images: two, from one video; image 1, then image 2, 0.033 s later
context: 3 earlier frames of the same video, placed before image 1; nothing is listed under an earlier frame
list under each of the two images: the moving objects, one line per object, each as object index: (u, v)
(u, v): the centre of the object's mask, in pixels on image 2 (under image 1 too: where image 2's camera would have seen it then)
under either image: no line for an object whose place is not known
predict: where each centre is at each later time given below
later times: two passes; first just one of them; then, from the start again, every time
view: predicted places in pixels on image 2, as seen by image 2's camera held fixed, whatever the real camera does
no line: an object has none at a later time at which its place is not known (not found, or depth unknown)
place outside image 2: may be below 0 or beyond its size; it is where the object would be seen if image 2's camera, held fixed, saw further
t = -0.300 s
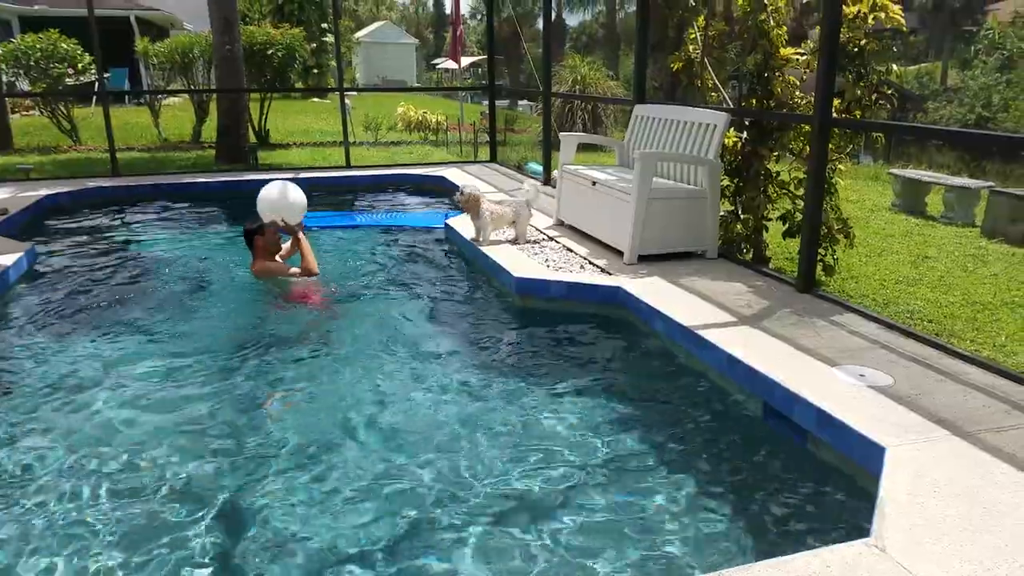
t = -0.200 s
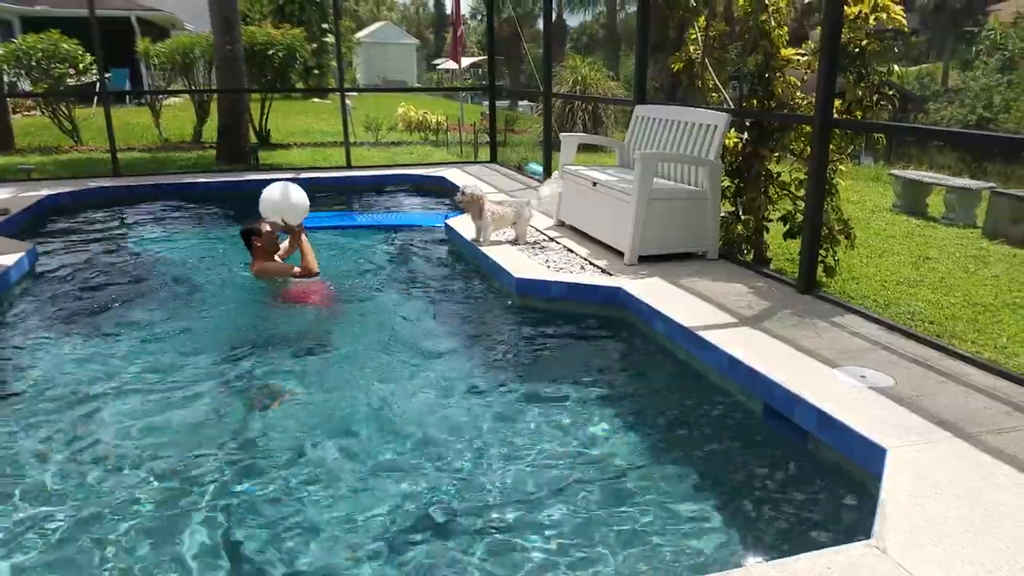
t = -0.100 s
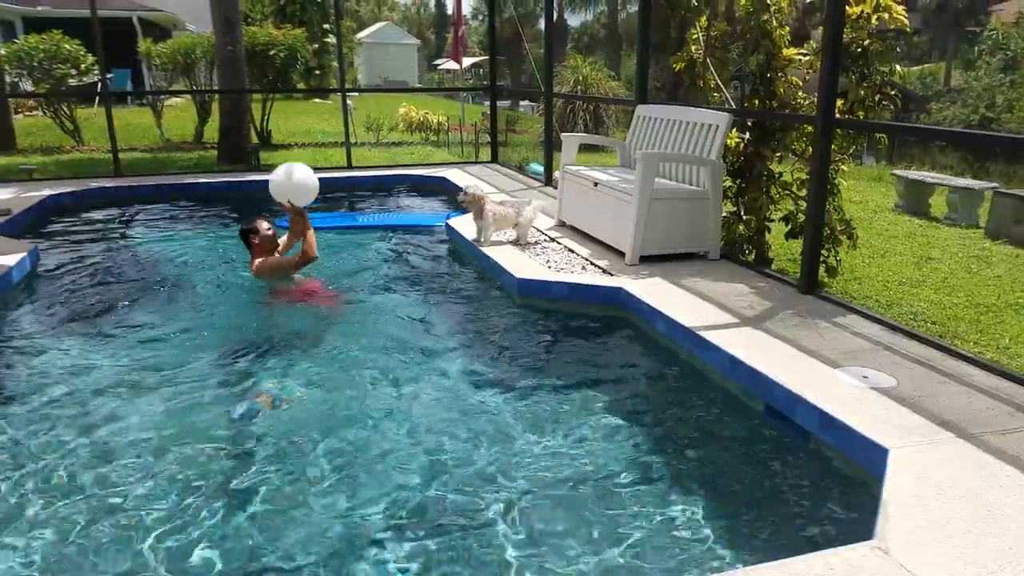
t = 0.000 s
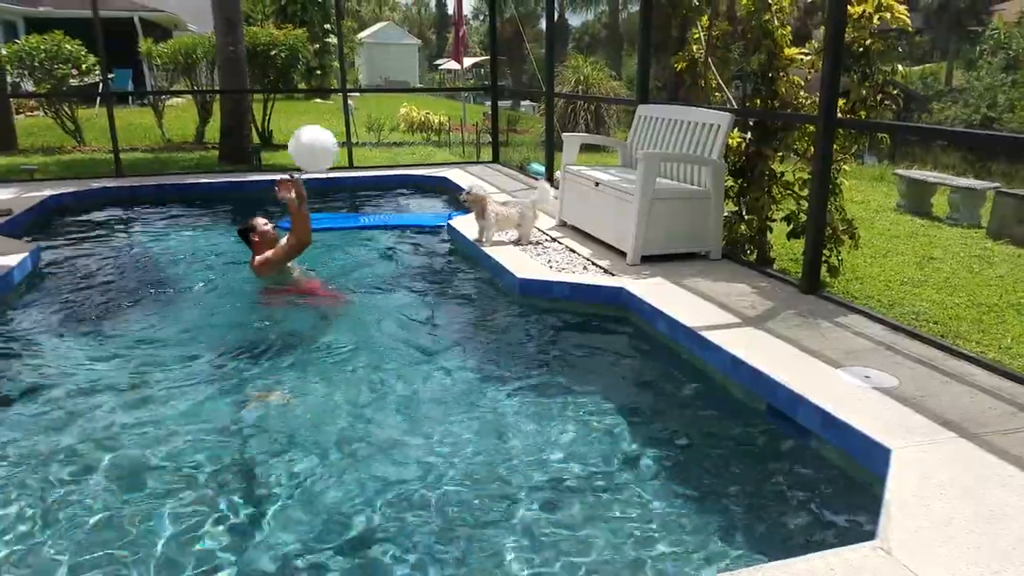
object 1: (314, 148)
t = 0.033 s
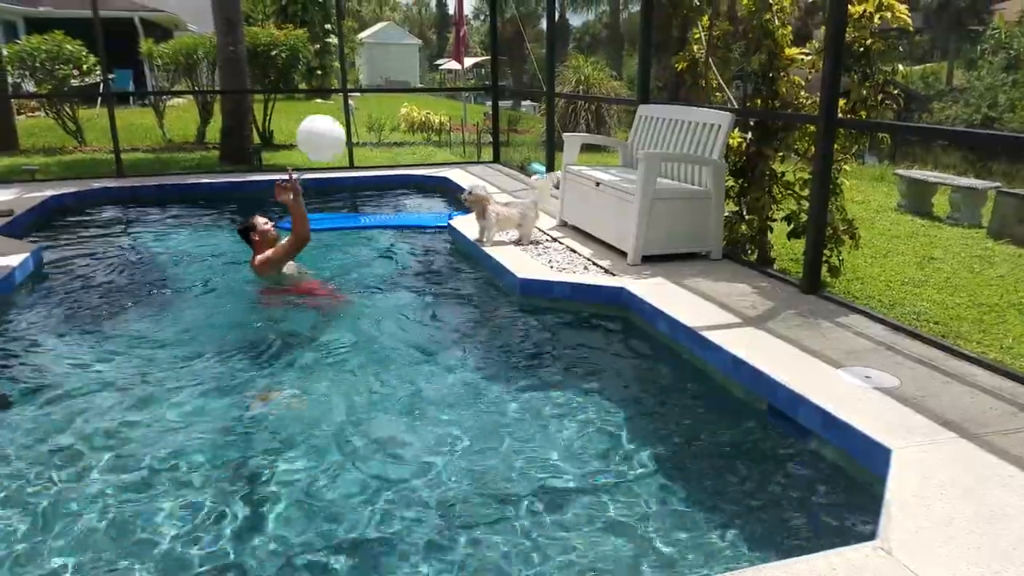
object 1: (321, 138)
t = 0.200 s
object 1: (357, 109)
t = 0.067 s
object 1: (328, 129)
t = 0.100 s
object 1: (335, 121)
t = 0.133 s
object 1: (342, 116)
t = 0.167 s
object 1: (350, 112)
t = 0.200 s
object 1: (357, 109)
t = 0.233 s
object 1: (364, 108)
